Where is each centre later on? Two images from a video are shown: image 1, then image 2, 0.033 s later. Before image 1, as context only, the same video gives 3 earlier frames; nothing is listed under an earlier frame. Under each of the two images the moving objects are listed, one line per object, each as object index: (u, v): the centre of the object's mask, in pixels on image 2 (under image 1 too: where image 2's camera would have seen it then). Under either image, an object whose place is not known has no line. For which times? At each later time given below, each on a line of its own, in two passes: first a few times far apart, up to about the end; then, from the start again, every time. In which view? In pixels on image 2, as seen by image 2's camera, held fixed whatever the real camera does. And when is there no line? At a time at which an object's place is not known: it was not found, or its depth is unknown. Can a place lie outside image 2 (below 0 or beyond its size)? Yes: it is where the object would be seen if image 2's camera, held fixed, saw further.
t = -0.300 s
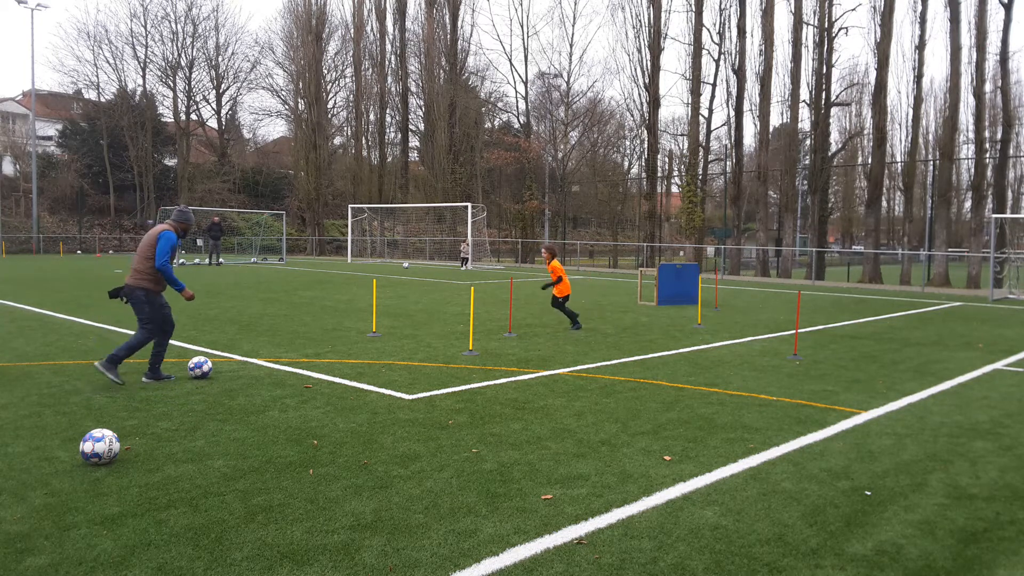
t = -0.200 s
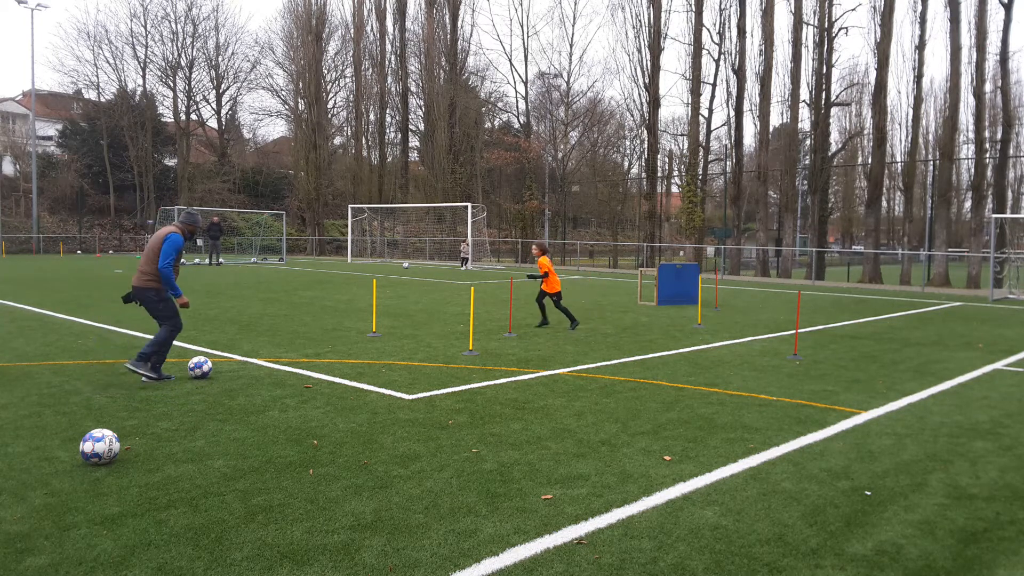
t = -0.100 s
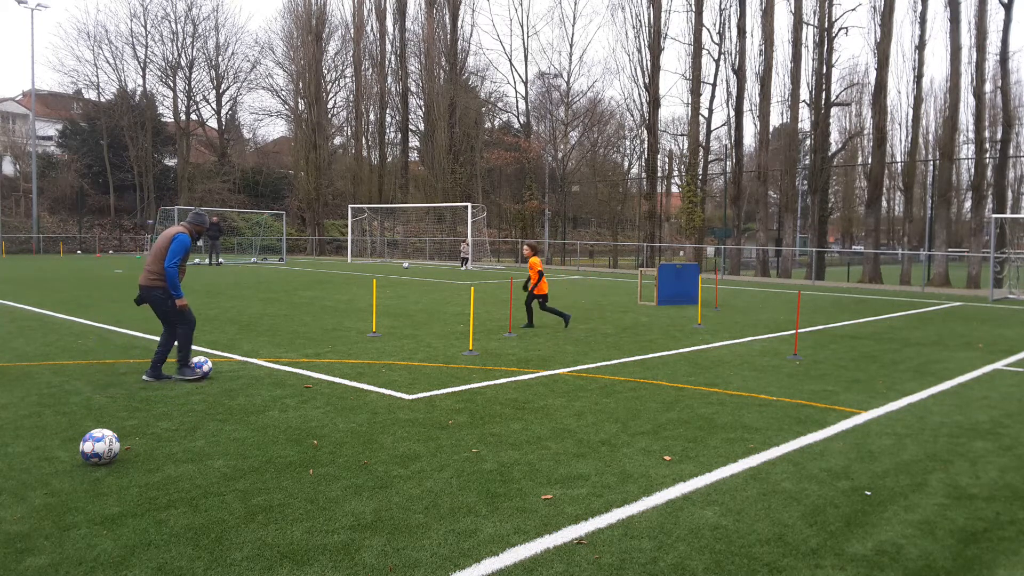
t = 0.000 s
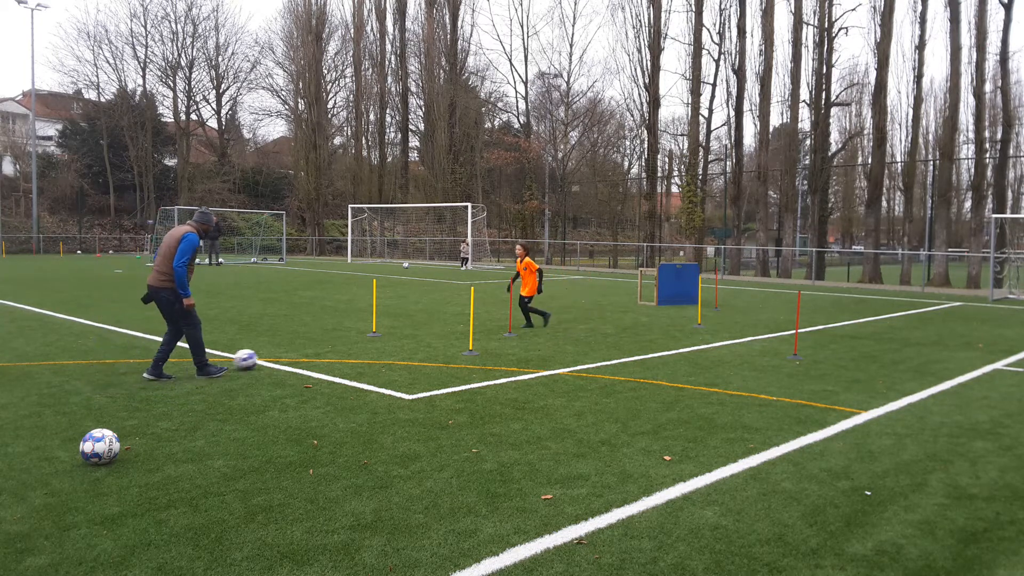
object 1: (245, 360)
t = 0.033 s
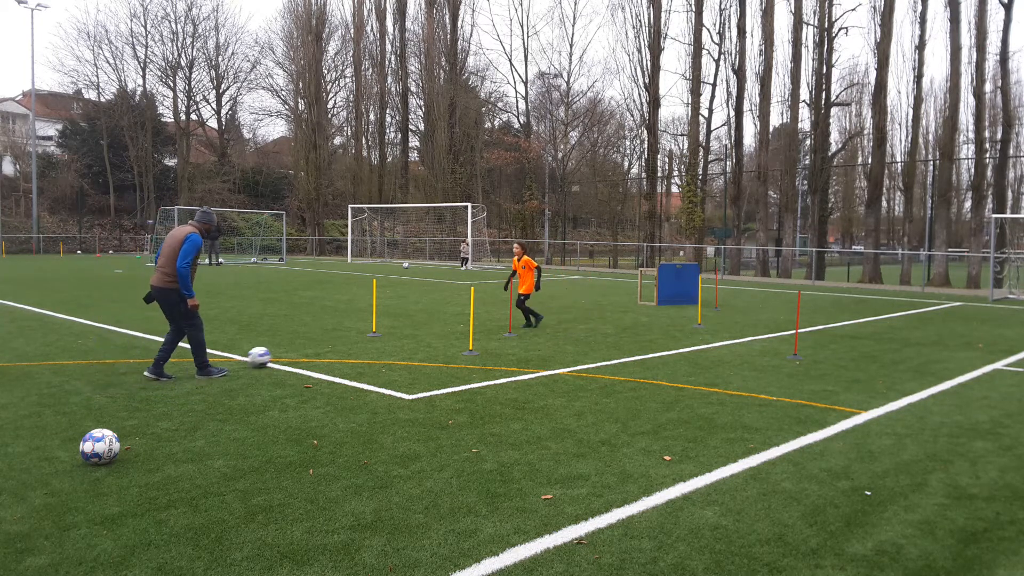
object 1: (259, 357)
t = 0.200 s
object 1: (315, 348)
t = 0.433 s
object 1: (370, 339)
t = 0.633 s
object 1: (404, 334)
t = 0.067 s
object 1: (272, 355)
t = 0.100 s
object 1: (284, 353)
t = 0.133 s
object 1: (295, 351)
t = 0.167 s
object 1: (305, 349)
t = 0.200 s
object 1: (315, 348)
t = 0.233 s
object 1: (324, 346)
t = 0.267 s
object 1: (333, 345)
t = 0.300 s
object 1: (341, 344)
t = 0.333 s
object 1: (349, 342)
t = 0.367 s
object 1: (356, 341)
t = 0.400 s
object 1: (363, 340)
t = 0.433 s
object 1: (370, 339)
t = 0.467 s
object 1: (376, 338)
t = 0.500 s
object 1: (382, 337)
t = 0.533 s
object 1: (388, 336)
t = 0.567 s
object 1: (393, 335)
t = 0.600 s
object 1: (399, 334)
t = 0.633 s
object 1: (404, 334)
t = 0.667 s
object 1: (409, 333)
